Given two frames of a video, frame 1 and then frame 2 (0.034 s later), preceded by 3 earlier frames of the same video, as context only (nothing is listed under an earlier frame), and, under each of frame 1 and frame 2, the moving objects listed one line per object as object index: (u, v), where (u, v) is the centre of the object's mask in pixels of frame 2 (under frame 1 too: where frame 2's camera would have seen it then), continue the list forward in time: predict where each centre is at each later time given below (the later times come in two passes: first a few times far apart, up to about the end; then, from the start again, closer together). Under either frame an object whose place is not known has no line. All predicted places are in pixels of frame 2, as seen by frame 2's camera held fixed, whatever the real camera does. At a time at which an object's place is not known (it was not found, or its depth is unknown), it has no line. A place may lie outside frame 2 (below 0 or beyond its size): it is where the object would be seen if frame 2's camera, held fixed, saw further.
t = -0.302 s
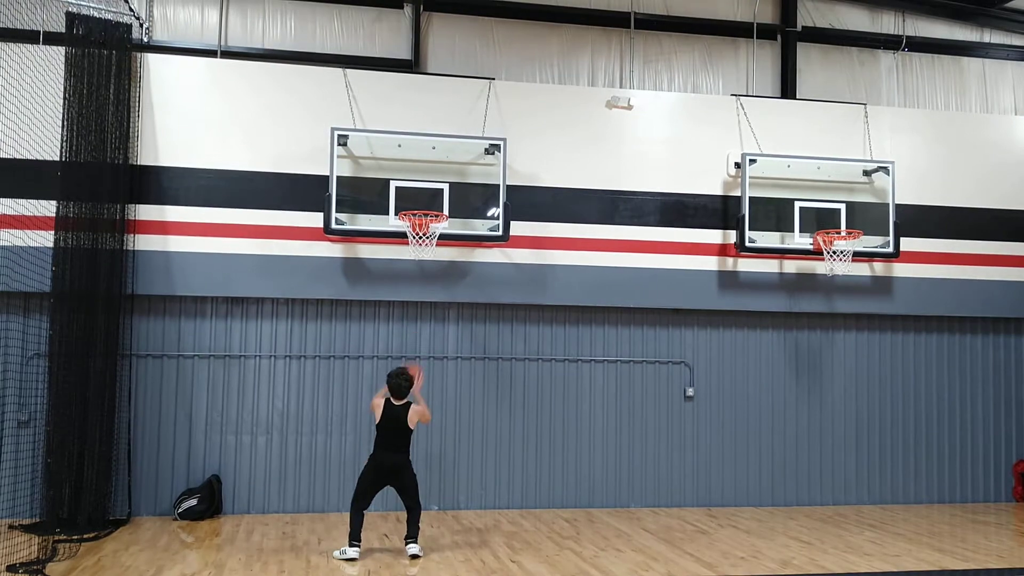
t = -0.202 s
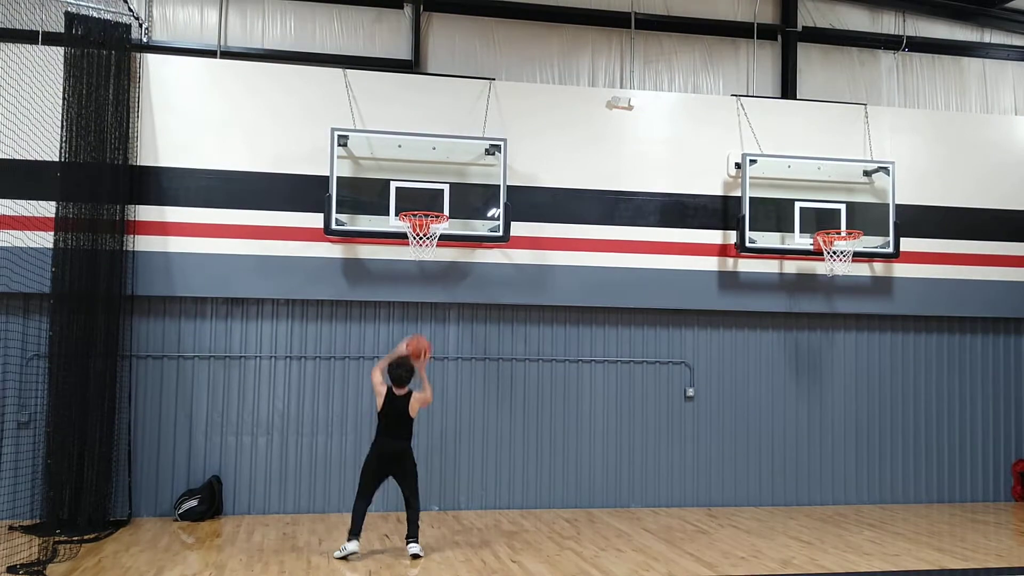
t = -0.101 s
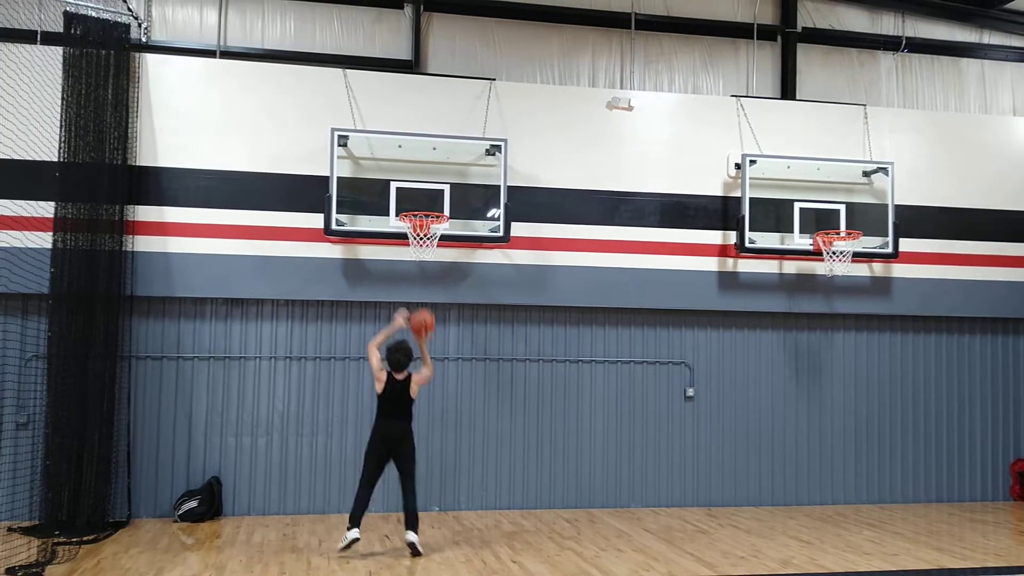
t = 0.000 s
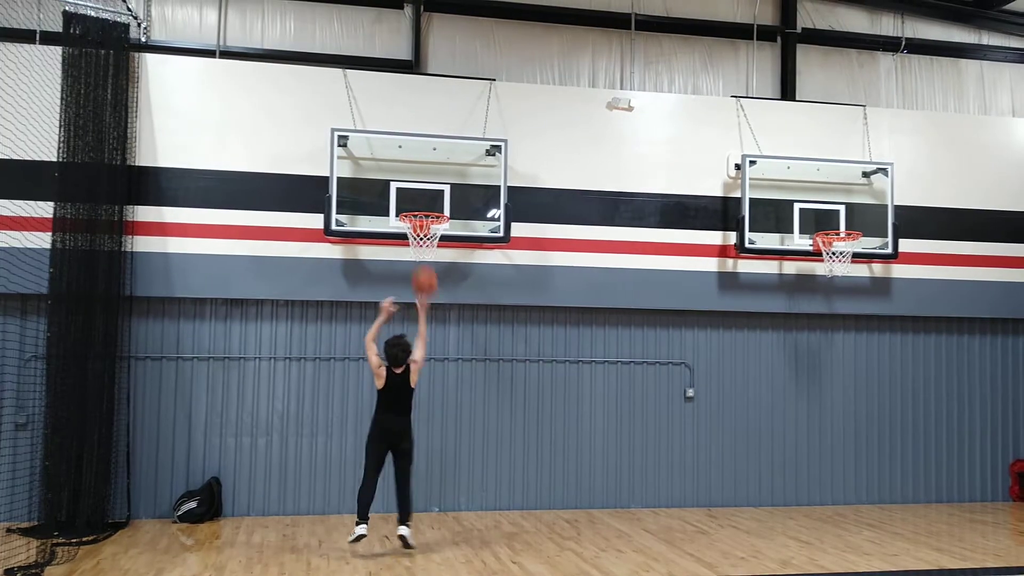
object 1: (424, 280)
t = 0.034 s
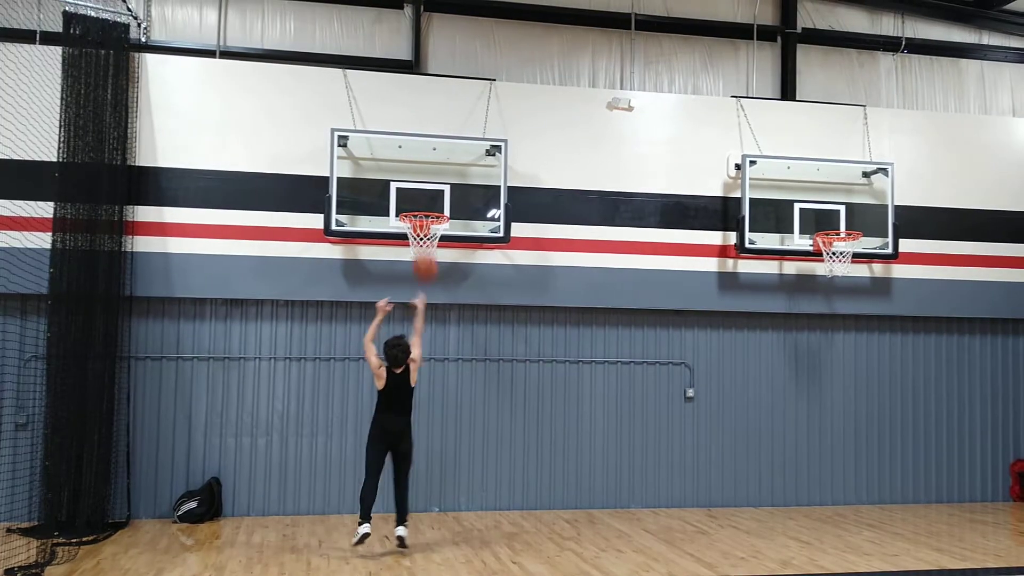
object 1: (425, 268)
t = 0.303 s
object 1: (423, 177)
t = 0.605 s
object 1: (420, 170)
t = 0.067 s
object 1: (424, 249)
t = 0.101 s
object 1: (424, 234)
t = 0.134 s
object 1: (424, 220)
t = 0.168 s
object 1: (424, 208)
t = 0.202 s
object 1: (424, 201)
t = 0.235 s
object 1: (424, 194)
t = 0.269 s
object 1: (424, 184)
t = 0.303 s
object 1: (423, 177)
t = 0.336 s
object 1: (423, 172)
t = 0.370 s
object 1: (423, 168)
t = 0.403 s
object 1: (423, 165)
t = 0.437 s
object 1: (422, 163)
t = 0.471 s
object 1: (422, 163)
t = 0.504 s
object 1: (422, 163)
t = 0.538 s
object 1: (421, 164)
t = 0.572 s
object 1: (421, 167)
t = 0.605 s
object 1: (420, 170)
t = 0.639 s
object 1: (420, 175)
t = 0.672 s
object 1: (419, 181)
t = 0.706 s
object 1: (419, 189)
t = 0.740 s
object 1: (418, 197)
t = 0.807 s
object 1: (418, 202)
